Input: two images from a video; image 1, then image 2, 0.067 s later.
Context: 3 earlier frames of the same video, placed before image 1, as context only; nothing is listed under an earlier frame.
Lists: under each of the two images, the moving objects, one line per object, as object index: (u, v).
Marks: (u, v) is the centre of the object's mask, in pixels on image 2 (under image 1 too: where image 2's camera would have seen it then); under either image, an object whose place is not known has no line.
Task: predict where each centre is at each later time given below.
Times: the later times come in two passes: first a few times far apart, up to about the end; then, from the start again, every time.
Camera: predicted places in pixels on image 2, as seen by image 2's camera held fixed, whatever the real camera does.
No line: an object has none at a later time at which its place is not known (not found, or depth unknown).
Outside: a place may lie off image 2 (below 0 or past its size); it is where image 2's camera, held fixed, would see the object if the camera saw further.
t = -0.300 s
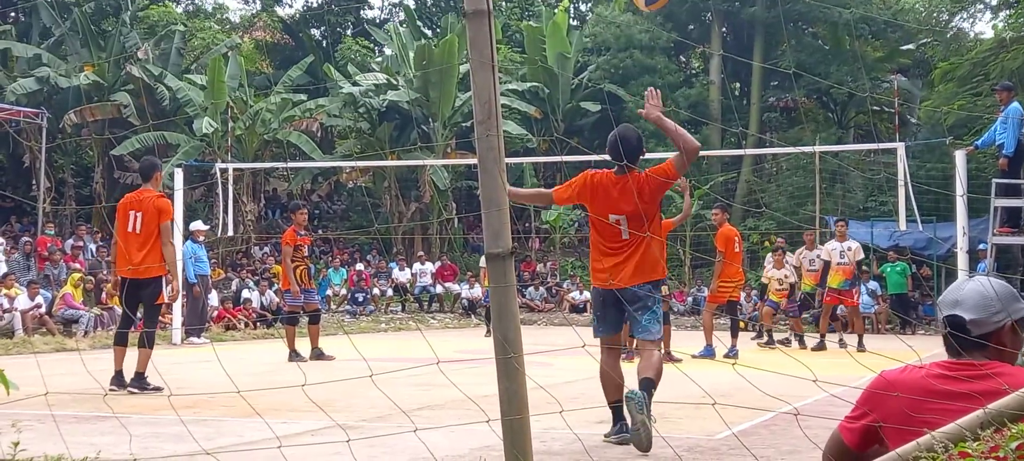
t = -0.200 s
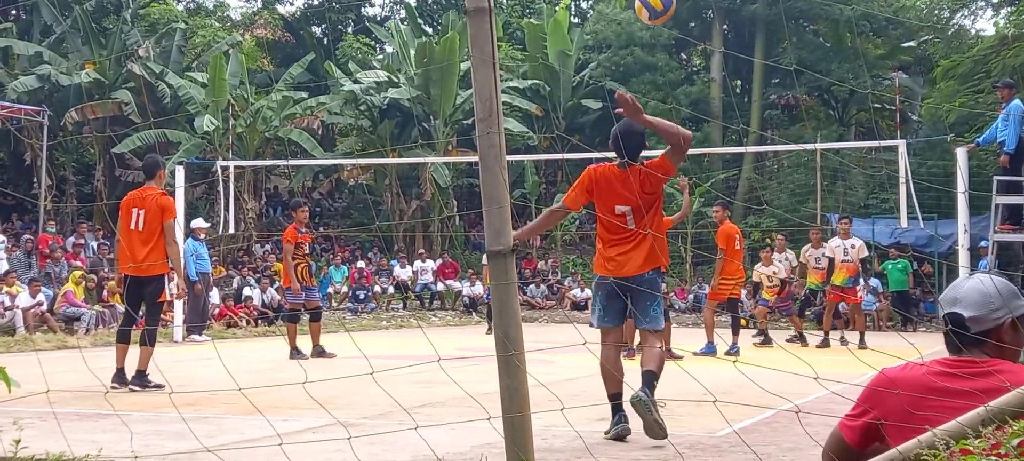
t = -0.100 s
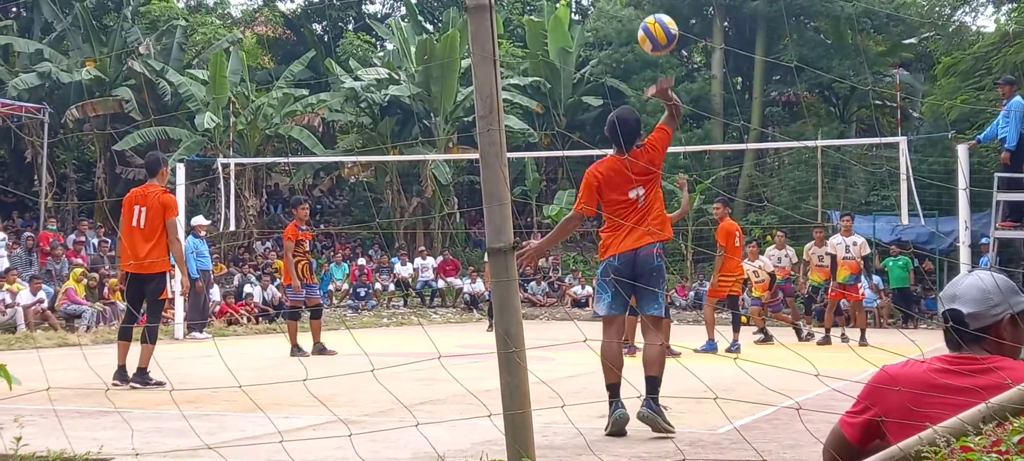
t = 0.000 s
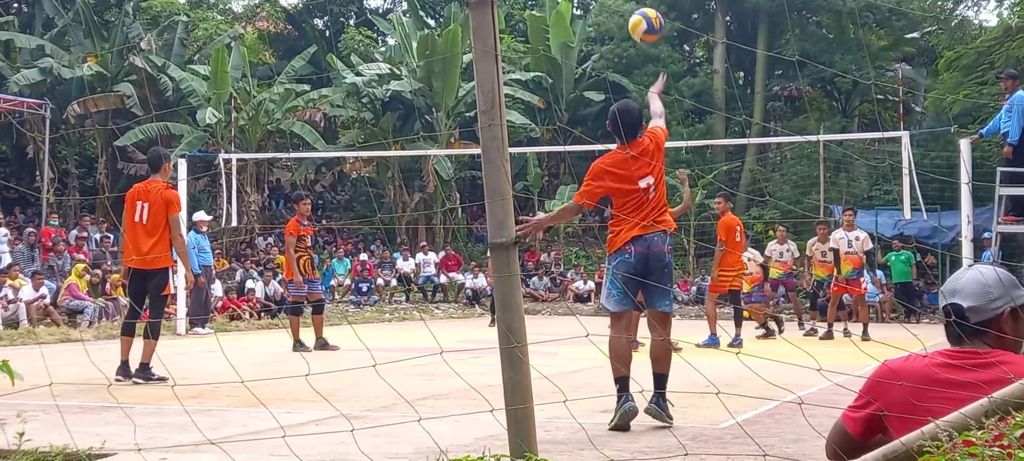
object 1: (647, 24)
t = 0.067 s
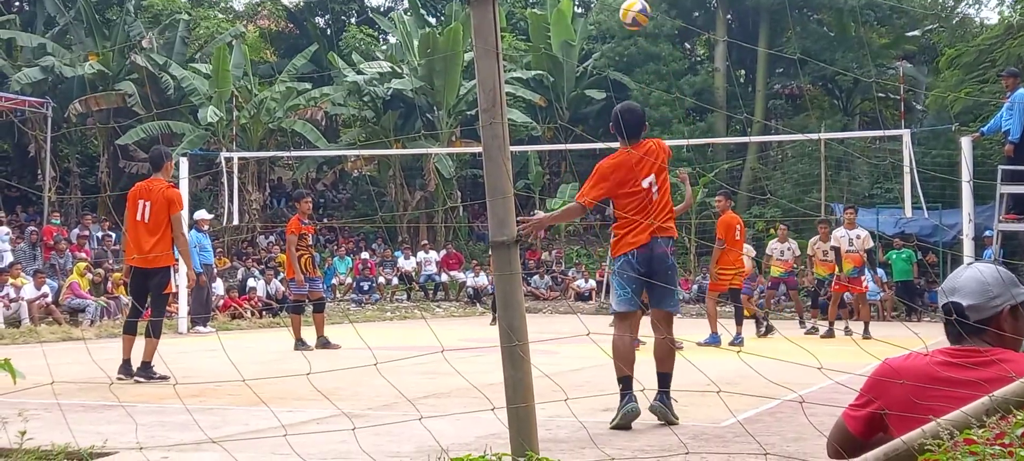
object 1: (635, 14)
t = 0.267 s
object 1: (612, 20)
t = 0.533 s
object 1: (598, 82)
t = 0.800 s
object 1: (592, 173)
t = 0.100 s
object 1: (629, 12)
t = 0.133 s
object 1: (625, 12)
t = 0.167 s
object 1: (621, 13)
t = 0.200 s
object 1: (618, 13)
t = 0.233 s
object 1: (615, 16)
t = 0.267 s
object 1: (612, 20)
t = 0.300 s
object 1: (610, 24)
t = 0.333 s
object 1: (608, 30)
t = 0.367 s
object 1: (606, 37)
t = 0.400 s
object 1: (604, 45)
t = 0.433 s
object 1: (602, 54)
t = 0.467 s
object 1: (601, 62)
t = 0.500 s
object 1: (599, 72)
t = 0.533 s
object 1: (598, 82)
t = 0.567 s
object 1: (598, 93)
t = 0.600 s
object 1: (596, 103)
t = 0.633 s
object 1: (596, 114)
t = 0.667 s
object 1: (595, 125)
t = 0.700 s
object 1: (594, 136)
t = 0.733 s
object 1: (593, 152)
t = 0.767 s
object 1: (592, 161)
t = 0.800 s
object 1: (592, 173)
